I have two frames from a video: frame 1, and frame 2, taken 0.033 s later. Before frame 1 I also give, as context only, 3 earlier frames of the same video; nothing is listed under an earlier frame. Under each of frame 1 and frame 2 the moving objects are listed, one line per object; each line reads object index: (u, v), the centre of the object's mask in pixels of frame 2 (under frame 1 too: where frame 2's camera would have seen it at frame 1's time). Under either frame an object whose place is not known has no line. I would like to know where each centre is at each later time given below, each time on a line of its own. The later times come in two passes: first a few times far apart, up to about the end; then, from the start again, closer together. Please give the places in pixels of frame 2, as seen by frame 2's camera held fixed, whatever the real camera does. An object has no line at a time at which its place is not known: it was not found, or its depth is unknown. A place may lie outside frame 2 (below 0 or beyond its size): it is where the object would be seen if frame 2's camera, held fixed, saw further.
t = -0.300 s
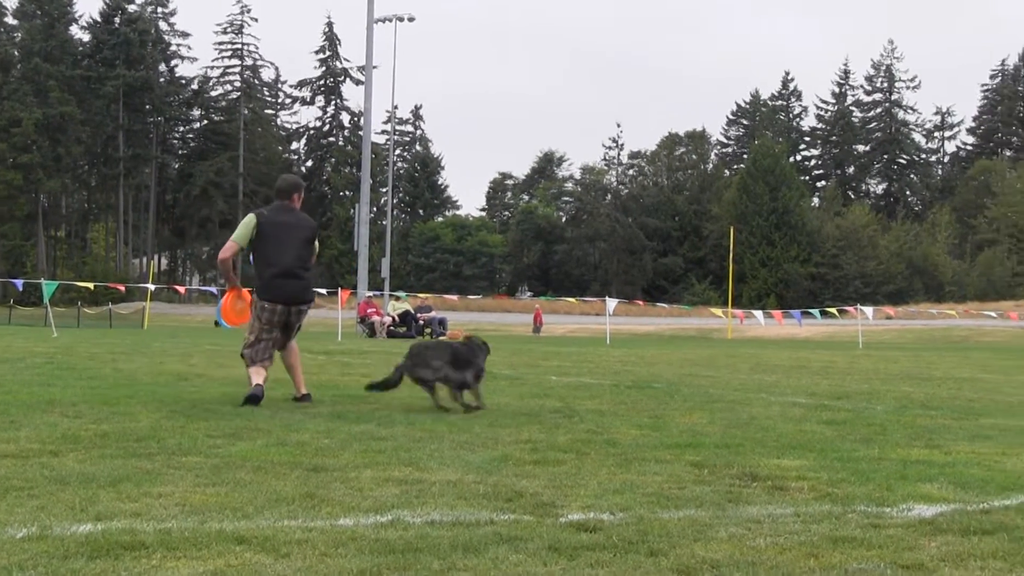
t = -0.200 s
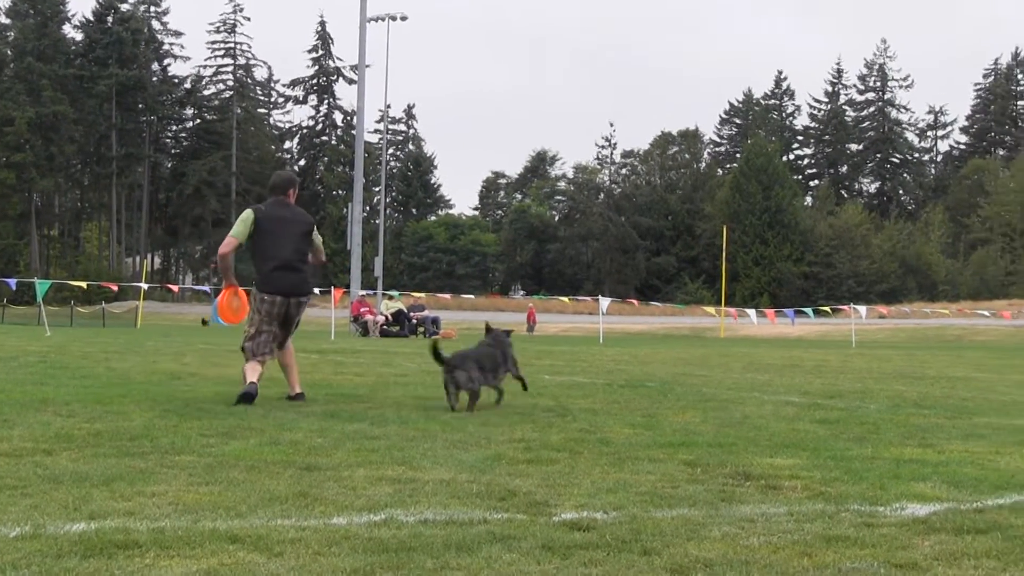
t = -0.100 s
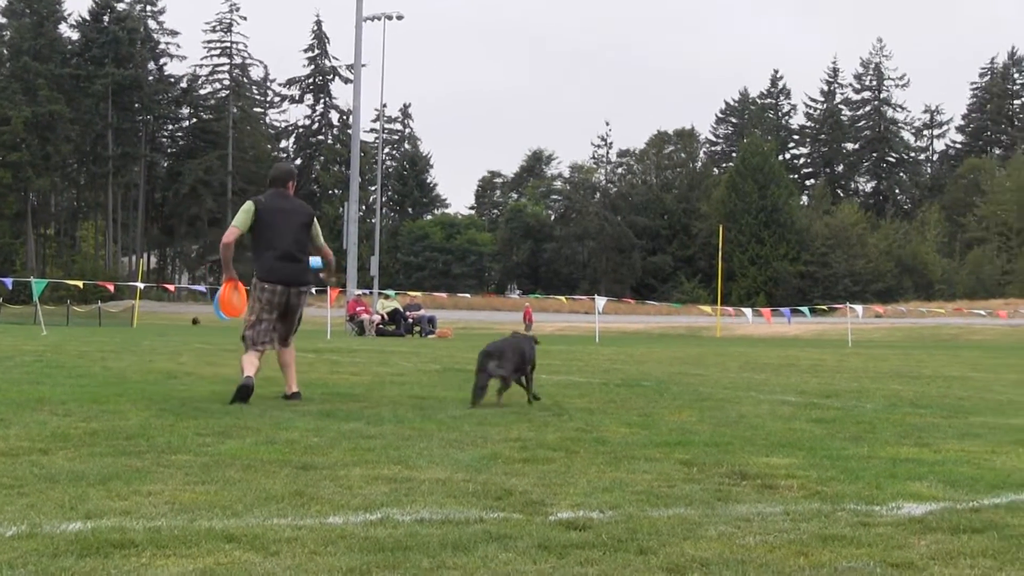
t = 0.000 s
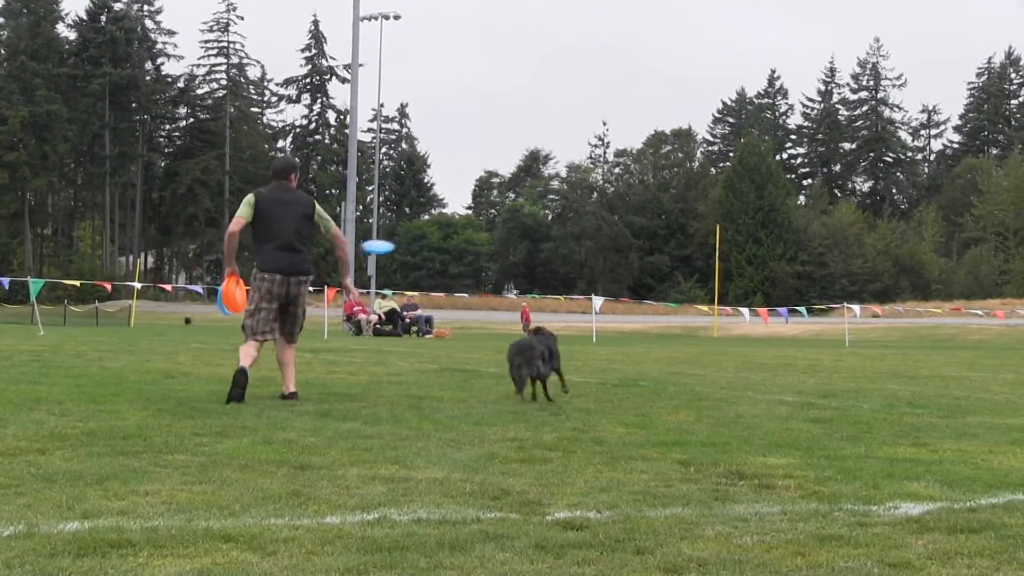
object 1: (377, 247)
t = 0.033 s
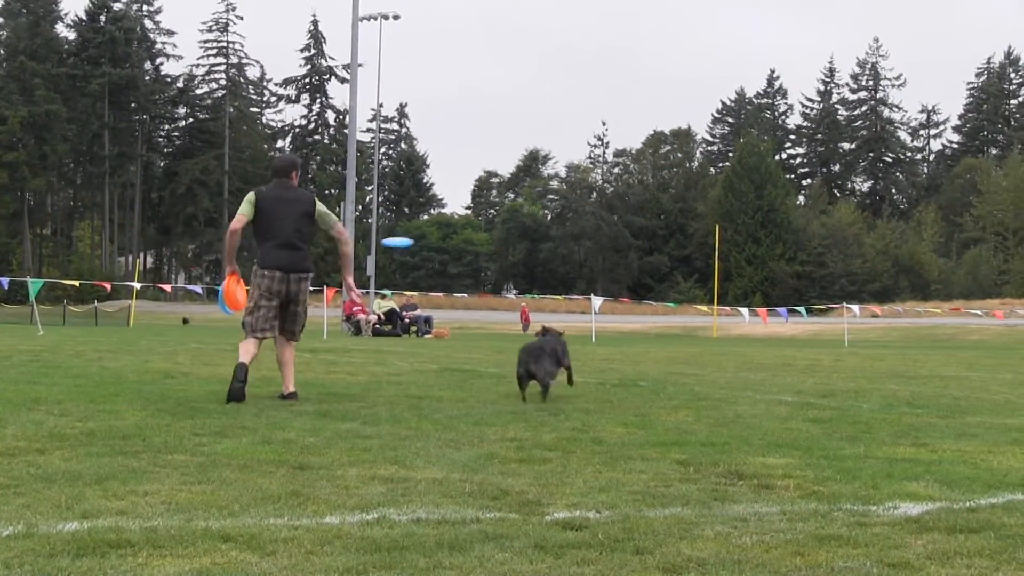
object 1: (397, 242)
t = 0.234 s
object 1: (503, 220)
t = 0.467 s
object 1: (608, 217)
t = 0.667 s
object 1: (687, 231)
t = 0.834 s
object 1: (748, 249)
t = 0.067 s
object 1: (416, 238)
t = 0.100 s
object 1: (435, 233)
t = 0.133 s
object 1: (453, 230)
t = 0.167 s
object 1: (470, 226)
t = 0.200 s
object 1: (487, 223)
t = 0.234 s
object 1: (503, 220)
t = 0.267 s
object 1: (519, 218)
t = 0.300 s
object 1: (535, 216)
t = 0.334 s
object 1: (550, 215)
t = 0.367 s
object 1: (564, 215)
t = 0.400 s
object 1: (580, 215)
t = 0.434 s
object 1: (593, 216)
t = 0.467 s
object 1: (608, 217)
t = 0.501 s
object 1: (621, 219)
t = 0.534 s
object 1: (635, 221)
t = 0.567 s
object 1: (648, 223)
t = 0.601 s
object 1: (661, 226)
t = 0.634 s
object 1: (674, 229)
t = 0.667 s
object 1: (687, 231)
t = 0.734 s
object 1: (712, 238)
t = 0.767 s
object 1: (724, 242)
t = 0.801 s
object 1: (736, 245)
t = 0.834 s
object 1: (748, 249)
